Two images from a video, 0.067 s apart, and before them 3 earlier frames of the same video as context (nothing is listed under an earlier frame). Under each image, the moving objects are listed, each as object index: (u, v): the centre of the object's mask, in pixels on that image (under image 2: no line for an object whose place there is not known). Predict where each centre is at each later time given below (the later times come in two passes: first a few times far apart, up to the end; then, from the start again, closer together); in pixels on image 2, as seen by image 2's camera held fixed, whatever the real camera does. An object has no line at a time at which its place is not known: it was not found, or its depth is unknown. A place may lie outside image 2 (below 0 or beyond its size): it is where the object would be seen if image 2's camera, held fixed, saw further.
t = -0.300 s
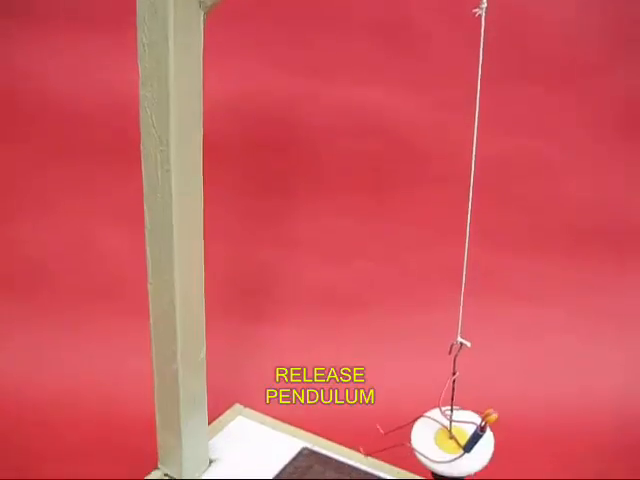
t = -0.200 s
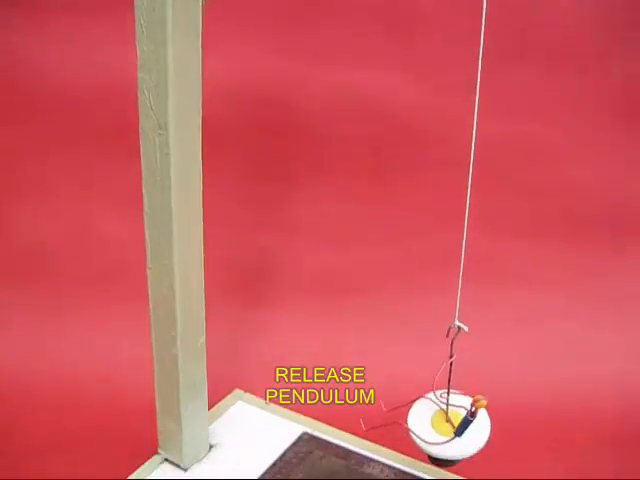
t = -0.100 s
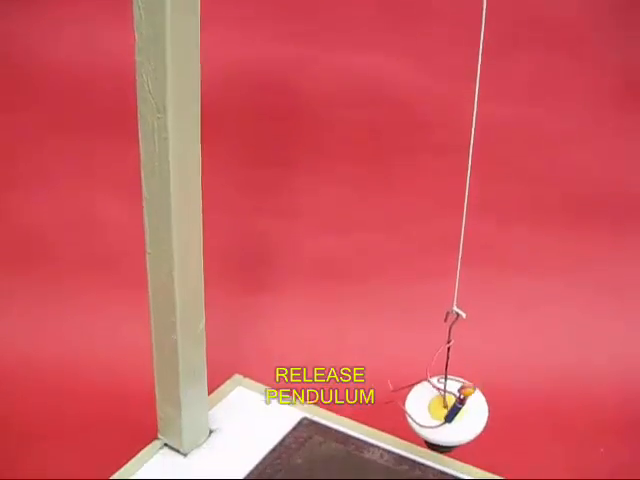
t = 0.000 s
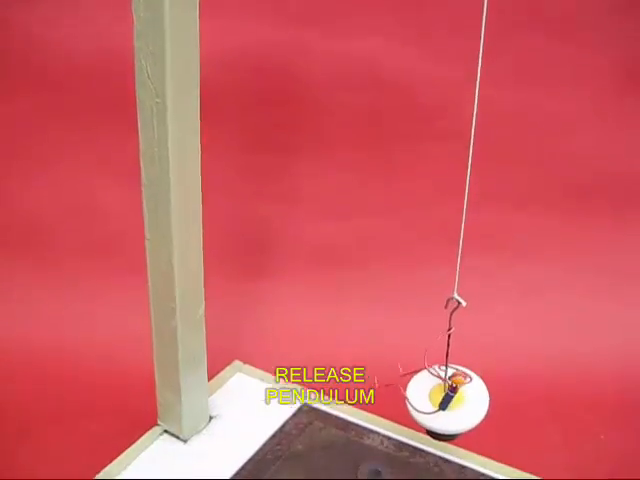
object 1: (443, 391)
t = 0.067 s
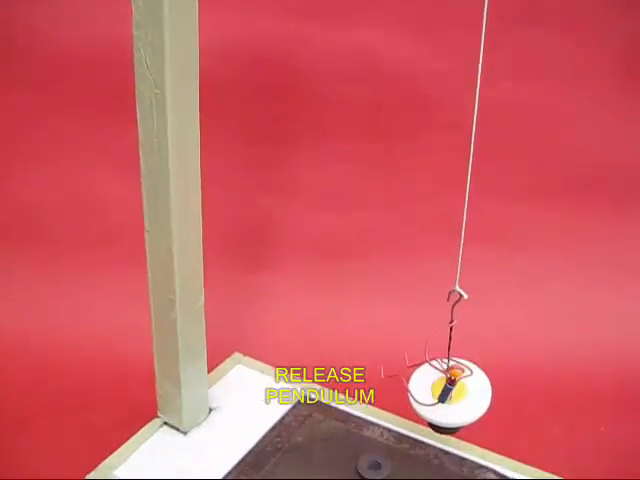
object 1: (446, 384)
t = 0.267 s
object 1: (458, 384)
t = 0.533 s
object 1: (460, 388)
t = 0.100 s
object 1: (448, 384)
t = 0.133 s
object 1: (450, 384)
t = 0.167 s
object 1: (452, 385)
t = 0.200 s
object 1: (455, 385)
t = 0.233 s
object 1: (456, 384)
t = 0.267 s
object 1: (458, 384)
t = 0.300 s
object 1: (460, 384)
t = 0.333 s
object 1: (461, 385)
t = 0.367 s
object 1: (462, 385)
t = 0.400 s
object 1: (462, 386)
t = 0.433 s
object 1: (462, 387)
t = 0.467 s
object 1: (462, 387)
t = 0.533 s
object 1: (460, 388)
